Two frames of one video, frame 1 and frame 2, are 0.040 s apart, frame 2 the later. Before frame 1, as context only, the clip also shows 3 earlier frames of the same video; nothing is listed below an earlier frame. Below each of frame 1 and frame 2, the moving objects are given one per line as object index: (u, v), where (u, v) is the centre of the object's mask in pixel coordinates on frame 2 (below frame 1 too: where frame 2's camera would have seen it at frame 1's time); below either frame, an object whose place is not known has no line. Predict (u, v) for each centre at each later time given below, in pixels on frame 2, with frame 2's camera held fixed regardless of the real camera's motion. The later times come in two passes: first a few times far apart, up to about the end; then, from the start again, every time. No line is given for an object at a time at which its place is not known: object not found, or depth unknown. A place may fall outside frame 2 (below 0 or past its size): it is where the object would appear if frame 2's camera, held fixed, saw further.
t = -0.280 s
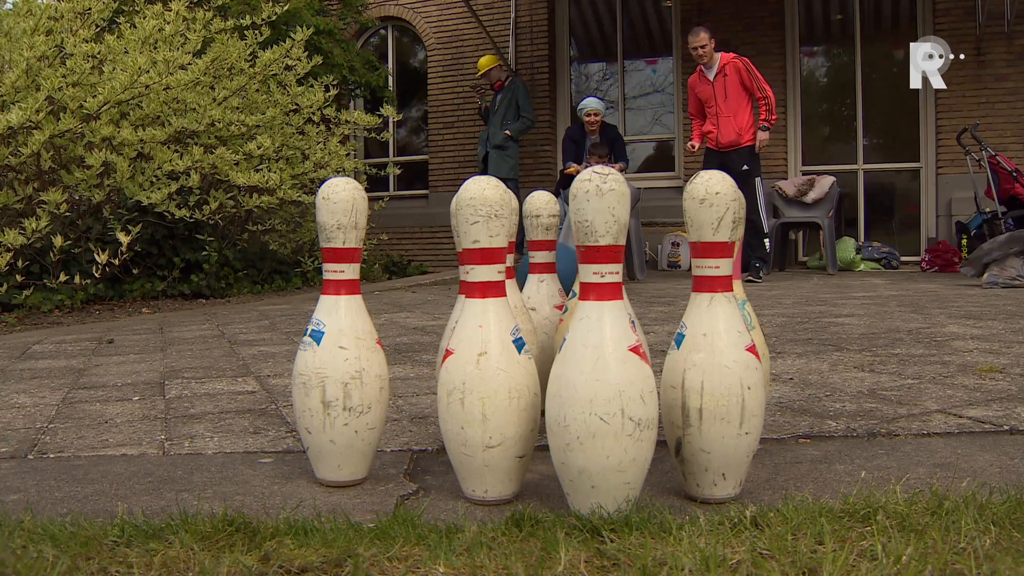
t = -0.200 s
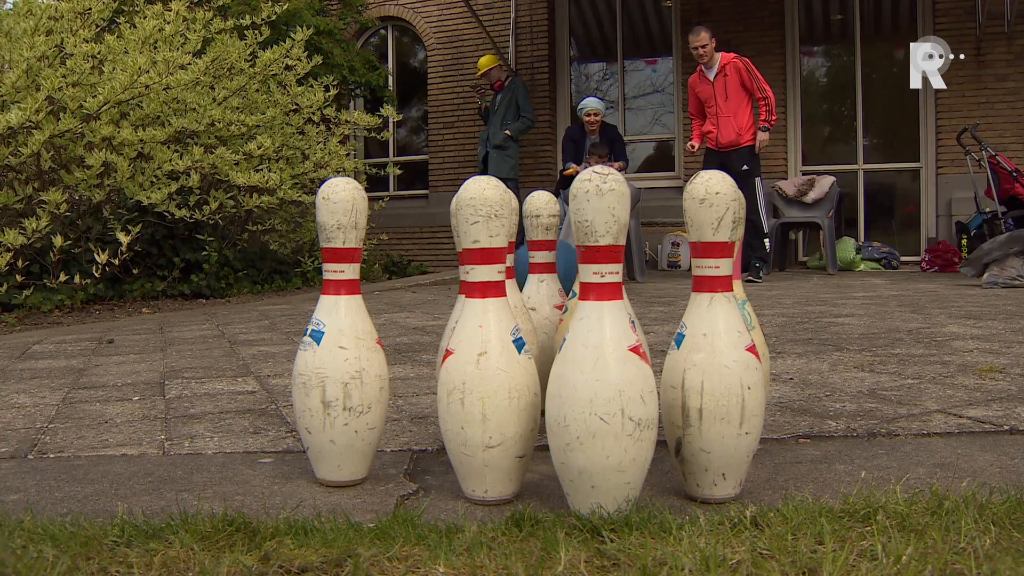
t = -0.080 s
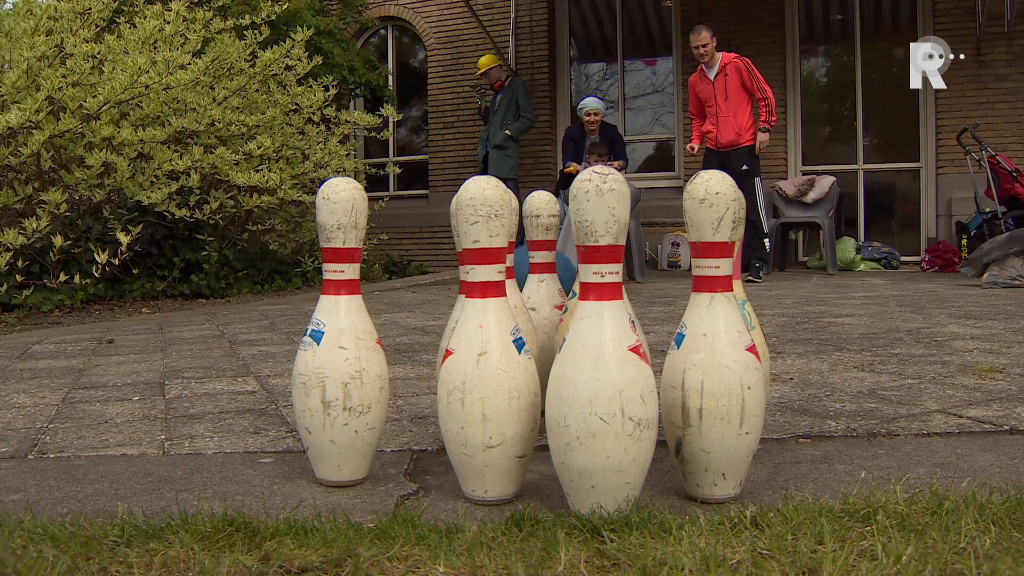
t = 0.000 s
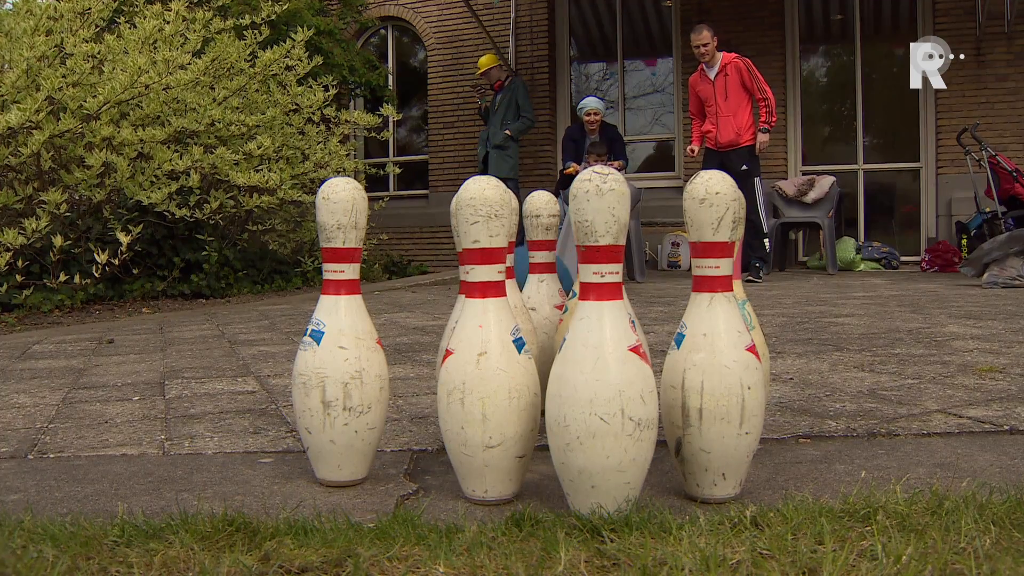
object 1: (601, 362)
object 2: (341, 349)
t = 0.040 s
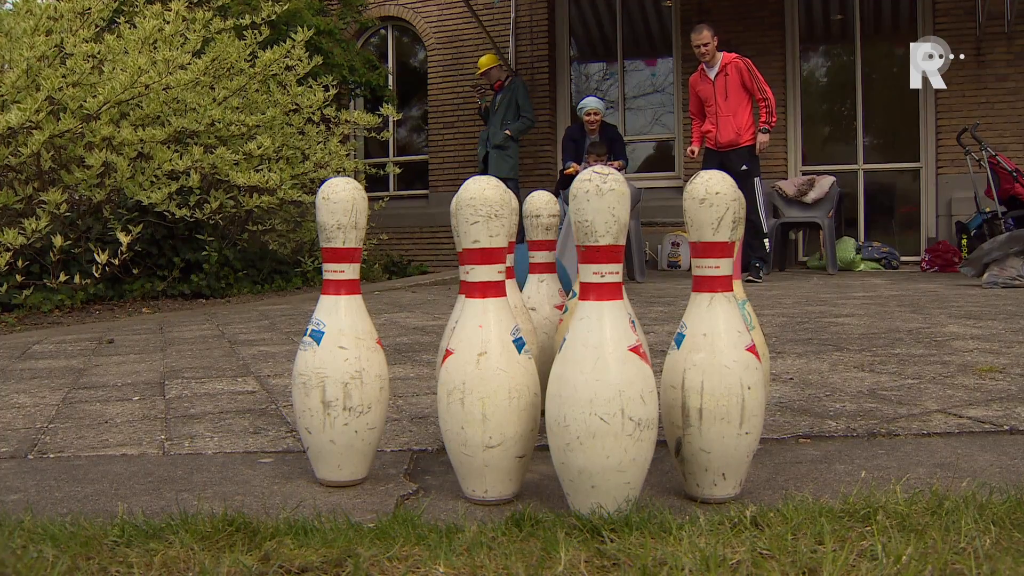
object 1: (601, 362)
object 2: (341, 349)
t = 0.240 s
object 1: (601, 363)
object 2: (341, 349)
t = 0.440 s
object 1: (601, 363)
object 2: (341, 349)
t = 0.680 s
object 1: (601, 363)
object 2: (358, 351)
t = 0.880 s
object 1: (626, 387)
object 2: (417, 495)
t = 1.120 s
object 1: (689, 504)
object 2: (343, 504)
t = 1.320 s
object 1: (698, 507)
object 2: (334, 506)
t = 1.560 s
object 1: (693, 507)
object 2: (355, 505)
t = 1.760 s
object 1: (693, 507)
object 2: (385, 504)
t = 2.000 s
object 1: (693, 507)
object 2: (406, 504)
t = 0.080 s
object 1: (601, 362)
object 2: (341, 349)
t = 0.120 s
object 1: (601, 362)
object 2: (341, 349)
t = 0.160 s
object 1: (601, 362)
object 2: (341, 349)
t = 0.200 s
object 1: (601, 363)
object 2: (341, 349)
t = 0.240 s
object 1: (601, 363)
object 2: (341, 349)
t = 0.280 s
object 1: (601, 362)
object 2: (341, 349)
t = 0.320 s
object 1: (601, 362)
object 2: (341, 349)
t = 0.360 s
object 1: (601, 362)
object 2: (341, 349)
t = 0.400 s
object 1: (601, 363)
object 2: (341, 349)
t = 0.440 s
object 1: (601, 363)
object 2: (341, 349)
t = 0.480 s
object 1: (601, 362)
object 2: (341, 349)
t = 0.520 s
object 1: (601, 362)
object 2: (341, 349)
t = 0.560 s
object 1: (601, 363)
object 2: (341, 349)
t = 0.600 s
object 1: (601, 362)
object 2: (346, 352)
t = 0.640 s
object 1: (601, 363)
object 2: (352, 352)
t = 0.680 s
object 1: (601, 363)
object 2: (358, 351)
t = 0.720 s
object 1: (602, 361)
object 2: (366, 354)
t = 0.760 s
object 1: (603, 359)
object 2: (375, 367)
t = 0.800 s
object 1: (608, 359)
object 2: (385, 397)
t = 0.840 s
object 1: (616, 366)
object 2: (368, 461)
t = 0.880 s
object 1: (626, 387)
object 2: (417, 495)
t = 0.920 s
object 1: (637, 436)
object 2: (415, 487)
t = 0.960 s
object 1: (652, 503)
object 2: (403, 488)
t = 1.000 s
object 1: (658, 495)
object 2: (419, 481)
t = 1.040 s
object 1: (672, 488)
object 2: (368, 502)
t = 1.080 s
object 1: (683, 491)
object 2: (352, 504)
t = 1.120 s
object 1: (689, 504)
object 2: (343, 504)
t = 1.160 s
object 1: (688, 505)
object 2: (337, 505)
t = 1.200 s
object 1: (690, 503)
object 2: (335, 506)
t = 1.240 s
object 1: (694, 507)
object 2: (334, 506)
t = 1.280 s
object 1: (696, 507)
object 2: (334, 506)
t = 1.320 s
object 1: (698, 507)
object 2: (334, 506)
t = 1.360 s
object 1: (698, 507)
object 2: (335, 506)
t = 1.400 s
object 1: (698, 507)
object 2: (338, 506)
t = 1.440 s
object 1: (697, 507)
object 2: (341, 505)
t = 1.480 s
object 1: (695, 507)
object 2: (345, 505)
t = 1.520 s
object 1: (694, 507)
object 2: (349, 505)
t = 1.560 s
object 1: (693, 507)
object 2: (355, 505)
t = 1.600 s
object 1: (693, 507)
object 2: (360, 505)
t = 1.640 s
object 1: (692, 507)
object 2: (366, 505)
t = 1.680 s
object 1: (692, 507)
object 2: (372, 505)
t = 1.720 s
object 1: (692, 507)
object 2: (379, 504)
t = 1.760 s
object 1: (693, 507)
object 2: (385, 504)
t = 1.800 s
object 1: (693, 507)
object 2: (390, 504)
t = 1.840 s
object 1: (693, 507)
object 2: (395, 504)
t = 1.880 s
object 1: (693, 507)
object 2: (400, 504)
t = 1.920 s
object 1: (693, 507)
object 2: (405, 504)
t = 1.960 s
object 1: (693, 507)
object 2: (406, 504)
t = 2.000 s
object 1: (693, 507)
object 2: (406, 504)
